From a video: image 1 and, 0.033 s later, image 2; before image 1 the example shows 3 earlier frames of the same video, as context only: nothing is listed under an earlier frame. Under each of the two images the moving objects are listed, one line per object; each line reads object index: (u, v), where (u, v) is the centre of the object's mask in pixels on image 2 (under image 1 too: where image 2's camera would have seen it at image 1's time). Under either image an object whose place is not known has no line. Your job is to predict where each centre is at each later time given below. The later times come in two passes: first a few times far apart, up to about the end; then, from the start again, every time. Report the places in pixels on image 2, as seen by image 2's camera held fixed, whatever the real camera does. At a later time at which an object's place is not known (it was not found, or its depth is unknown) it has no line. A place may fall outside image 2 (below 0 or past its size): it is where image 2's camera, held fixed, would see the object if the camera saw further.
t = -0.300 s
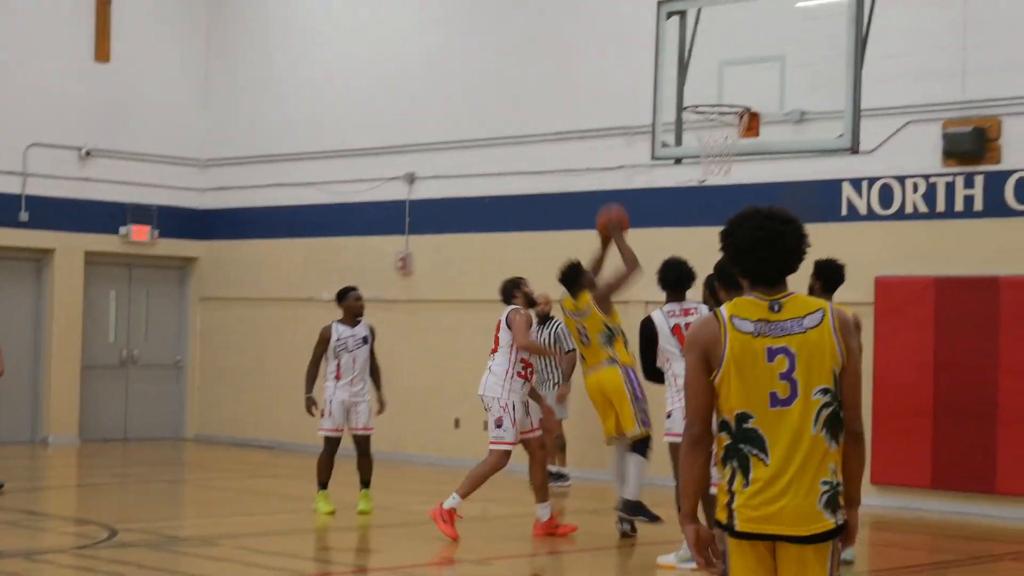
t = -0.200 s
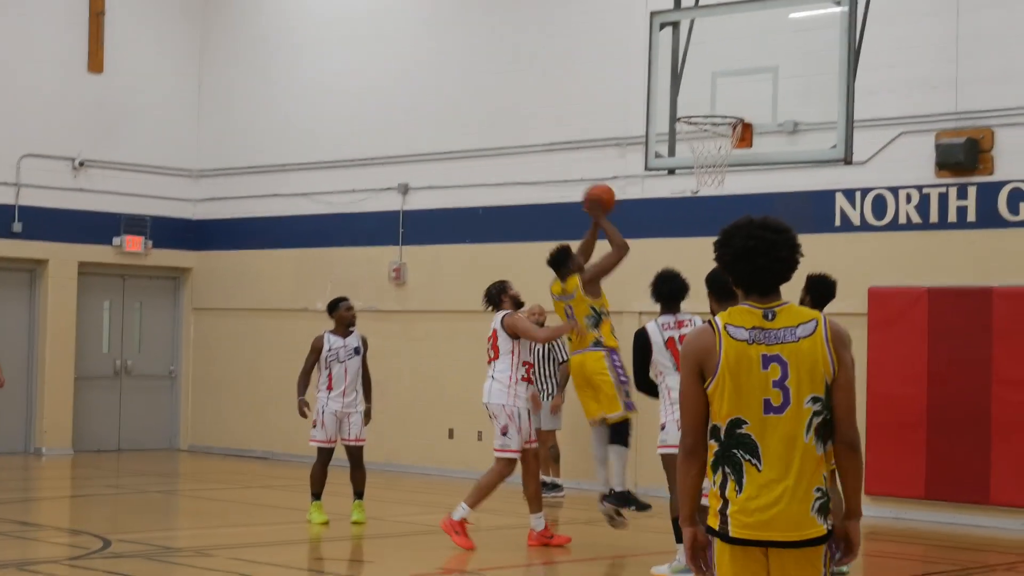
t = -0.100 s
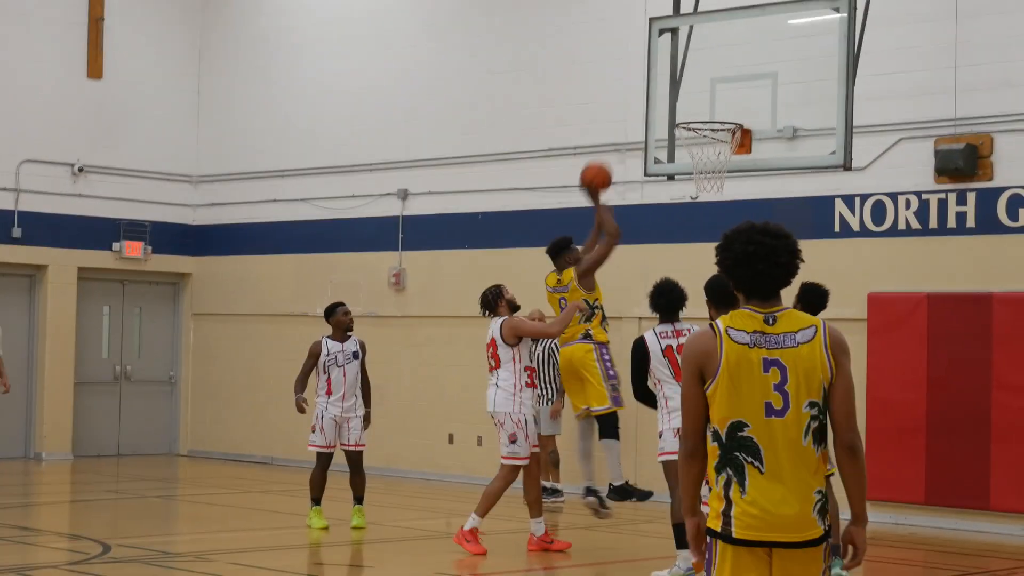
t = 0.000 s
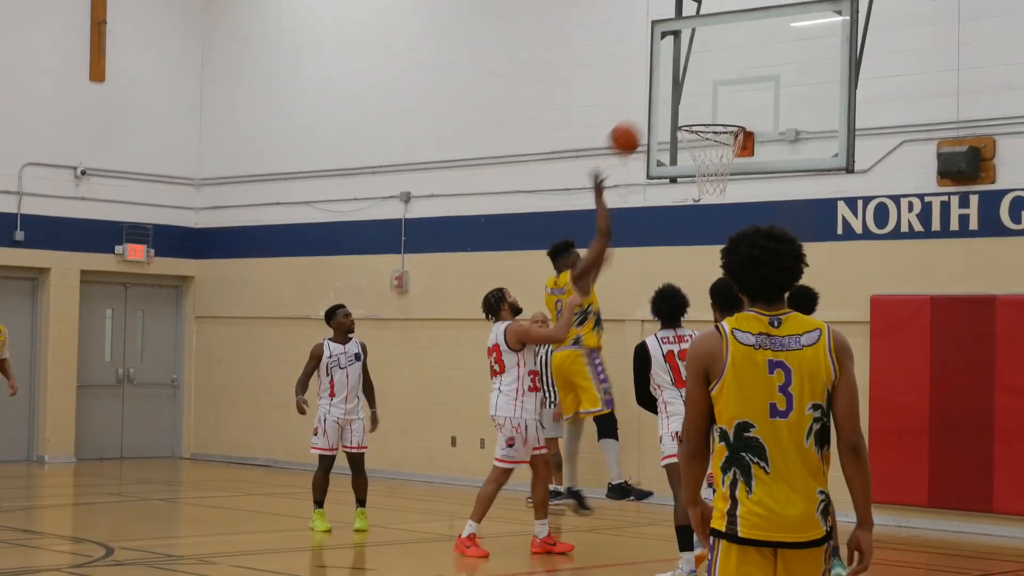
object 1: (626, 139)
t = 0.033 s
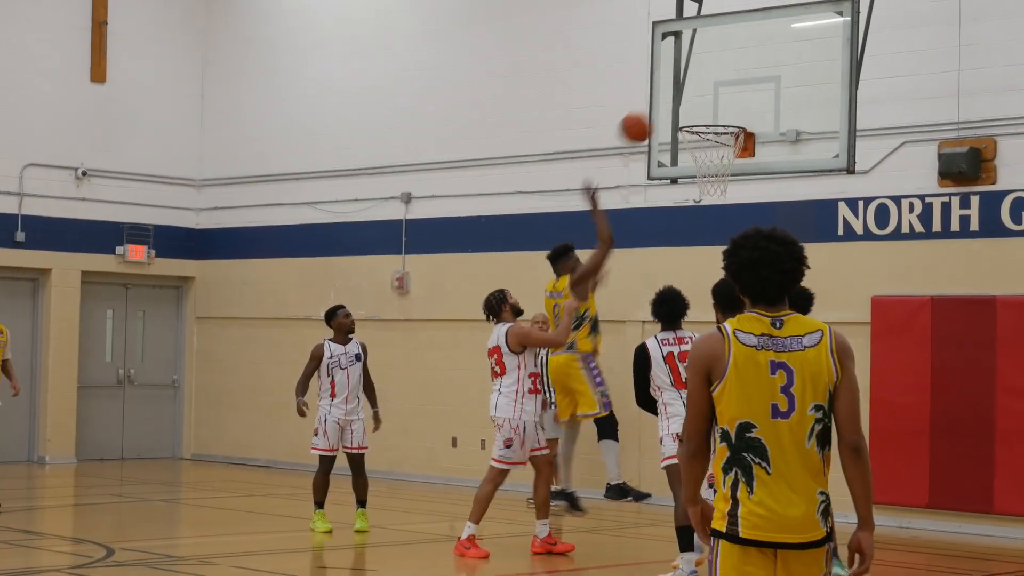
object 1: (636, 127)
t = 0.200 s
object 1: (684, 94)
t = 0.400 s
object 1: (721, 98)
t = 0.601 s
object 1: (716, 150)
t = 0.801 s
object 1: (701, 186)
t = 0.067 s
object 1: (646, 118)
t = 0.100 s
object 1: (655, 109)
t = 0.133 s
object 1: (666, 103)
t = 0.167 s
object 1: (675, 97)
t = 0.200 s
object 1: (684, 94)
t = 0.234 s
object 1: (694, 91)
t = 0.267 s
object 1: (704, 90)
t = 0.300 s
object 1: (713, 90)
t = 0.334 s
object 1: (721, 92)
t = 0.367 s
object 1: (722, 95)
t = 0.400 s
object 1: (721, 98)
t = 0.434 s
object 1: (720, 103)
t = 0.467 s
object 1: (720, 110)
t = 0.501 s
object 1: (719, 116)
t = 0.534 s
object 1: (718, 127)
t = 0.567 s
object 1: (717, 138)
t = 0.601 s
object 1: (716, 150)
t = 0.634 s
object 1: (715, 159)
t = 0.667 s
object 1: (712, 163)
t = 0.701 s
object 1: (709, 166)
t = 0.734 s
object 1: (706, 172)
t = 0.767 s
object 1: (703, 178)
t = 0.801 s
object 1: (701, 186)
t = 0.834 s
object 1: (698, 195)
